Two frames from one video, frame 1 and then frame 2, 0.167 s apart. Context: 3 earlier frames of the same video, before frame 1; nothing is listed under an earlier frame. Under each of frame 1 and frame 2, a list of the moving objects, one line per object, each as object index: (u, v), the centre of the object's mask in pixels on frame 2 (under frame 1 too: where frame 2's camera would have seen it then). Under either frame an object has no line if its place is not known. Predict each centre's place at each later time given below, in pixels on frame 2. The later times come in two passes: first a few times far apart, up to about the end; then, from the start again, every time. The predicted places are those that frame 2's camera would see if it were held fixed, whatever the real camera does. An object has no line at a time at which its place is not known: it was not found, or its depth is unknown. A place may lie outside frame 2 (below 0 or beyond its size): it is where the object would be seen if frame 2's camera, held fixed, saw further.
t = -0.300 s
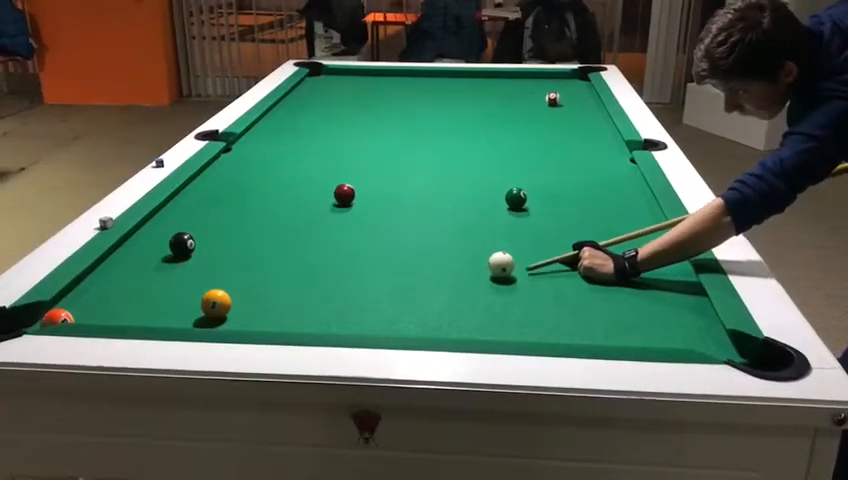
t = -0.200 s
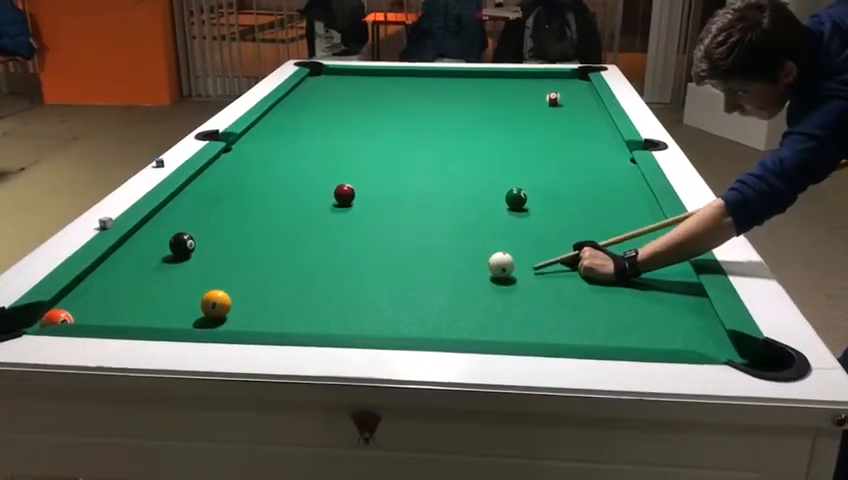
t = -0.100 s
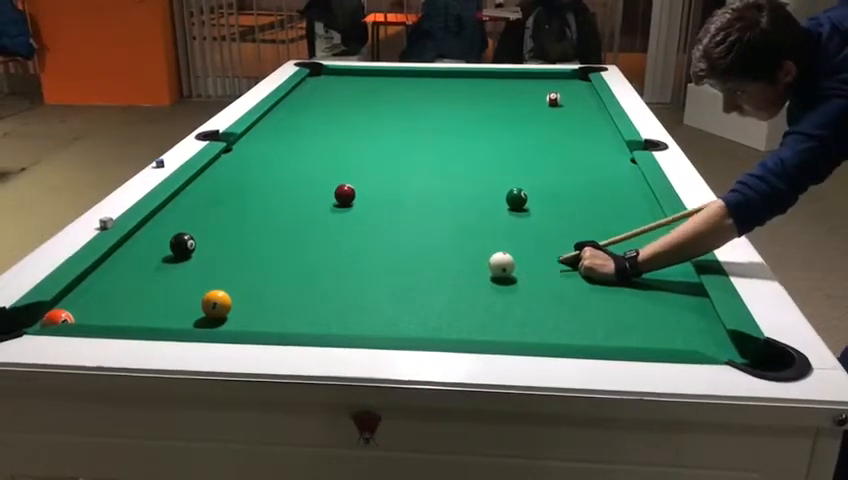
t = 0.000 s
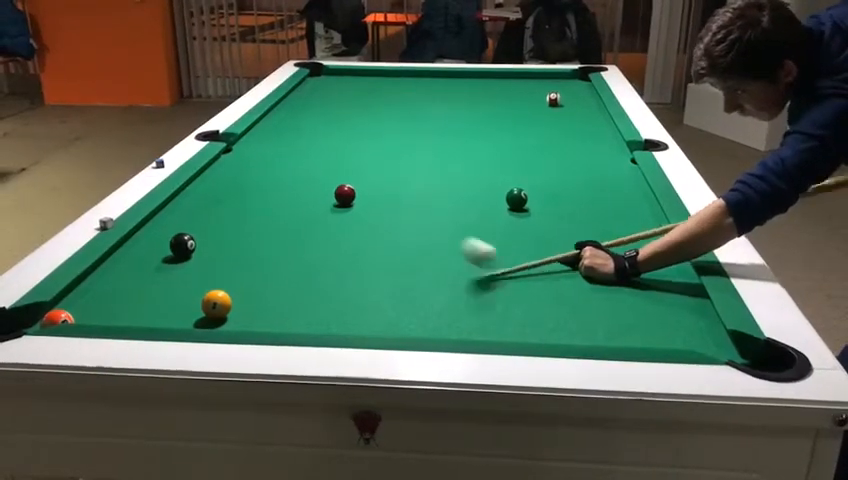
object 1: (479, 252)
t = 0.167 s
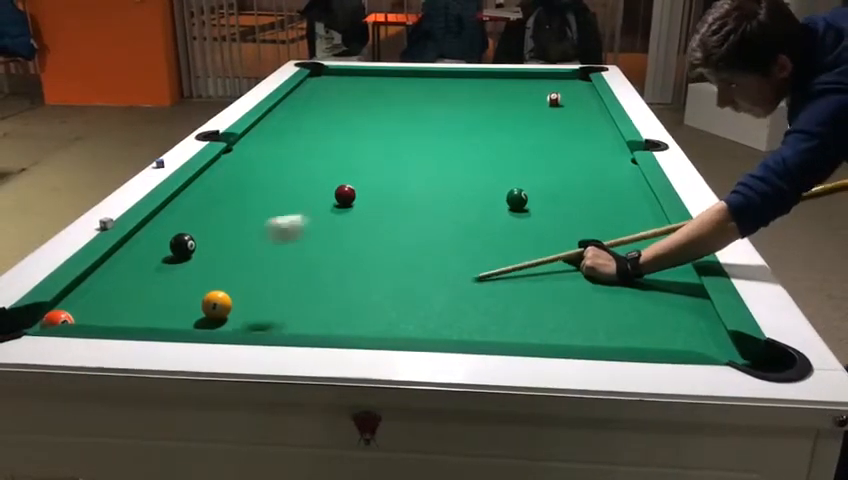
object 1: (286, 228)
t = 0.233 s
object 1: (204, 251)
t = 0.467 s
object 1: (76, 281)
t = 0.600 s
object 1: (76, 293)
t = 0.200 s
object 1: (245, 237)
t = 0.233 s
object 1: (204, 251)
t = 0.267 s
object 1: (158, 275)
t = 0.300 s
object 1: (117, 300)
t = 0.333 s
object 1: (88, 306)
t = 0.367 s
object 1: (83, 292)
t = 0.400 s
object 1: (79, 284)
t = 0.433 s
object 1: (77, 280)
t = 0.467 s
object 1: (76, 281)
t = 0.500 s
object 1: (75, 288)
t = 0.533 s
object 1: (75, 300)
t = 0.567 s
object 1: (75, 299)
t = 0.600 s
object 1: (76, 293)
